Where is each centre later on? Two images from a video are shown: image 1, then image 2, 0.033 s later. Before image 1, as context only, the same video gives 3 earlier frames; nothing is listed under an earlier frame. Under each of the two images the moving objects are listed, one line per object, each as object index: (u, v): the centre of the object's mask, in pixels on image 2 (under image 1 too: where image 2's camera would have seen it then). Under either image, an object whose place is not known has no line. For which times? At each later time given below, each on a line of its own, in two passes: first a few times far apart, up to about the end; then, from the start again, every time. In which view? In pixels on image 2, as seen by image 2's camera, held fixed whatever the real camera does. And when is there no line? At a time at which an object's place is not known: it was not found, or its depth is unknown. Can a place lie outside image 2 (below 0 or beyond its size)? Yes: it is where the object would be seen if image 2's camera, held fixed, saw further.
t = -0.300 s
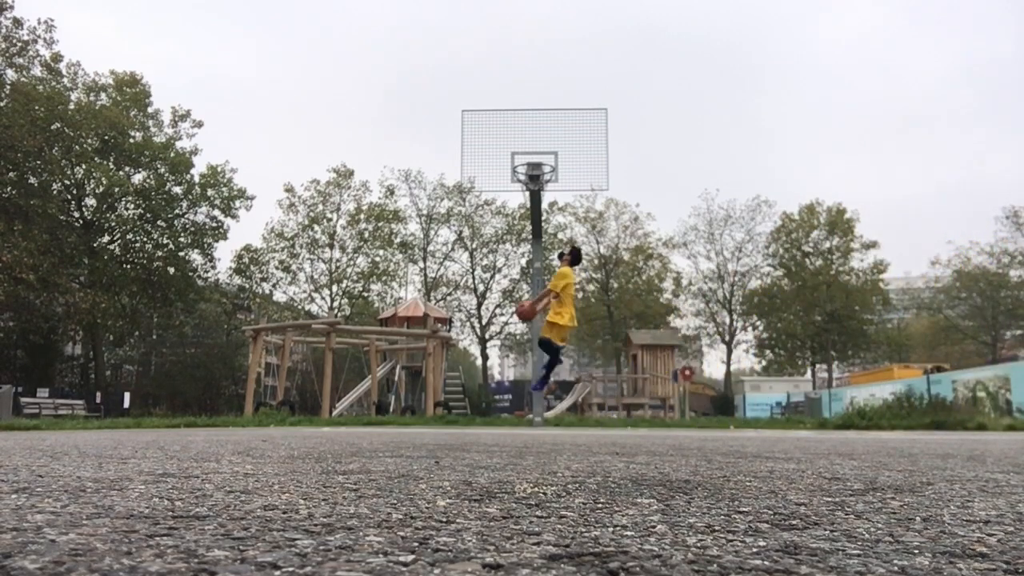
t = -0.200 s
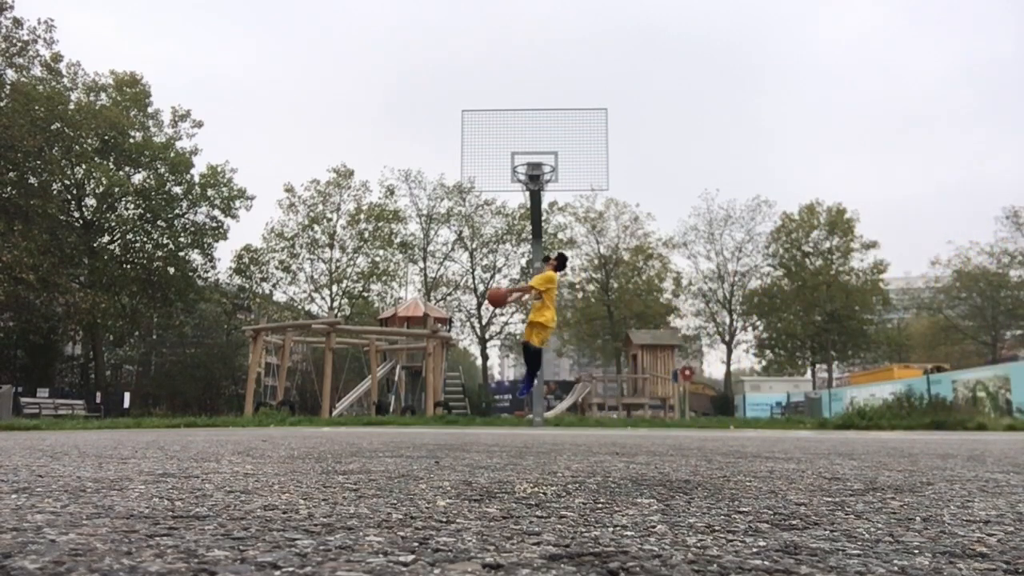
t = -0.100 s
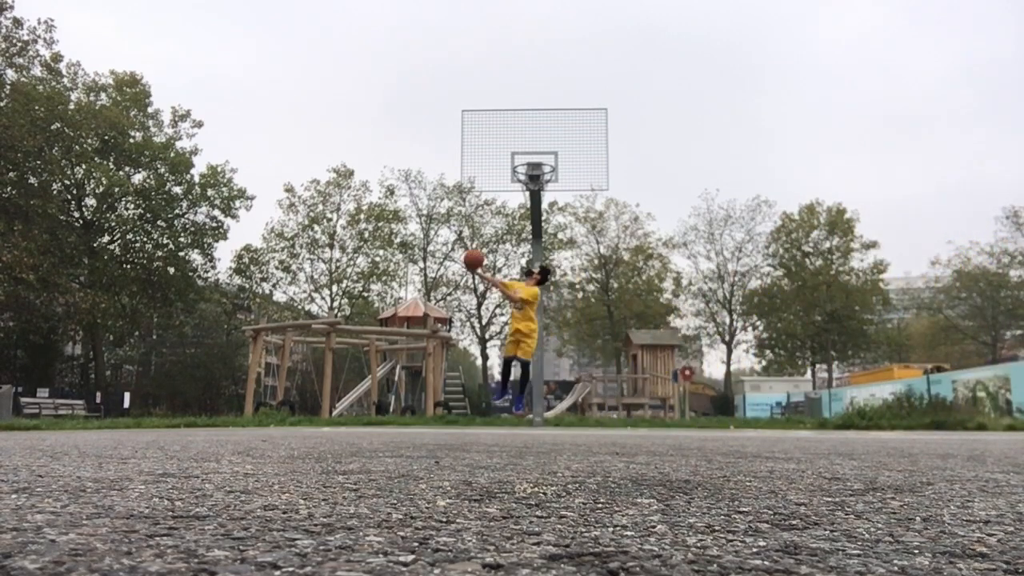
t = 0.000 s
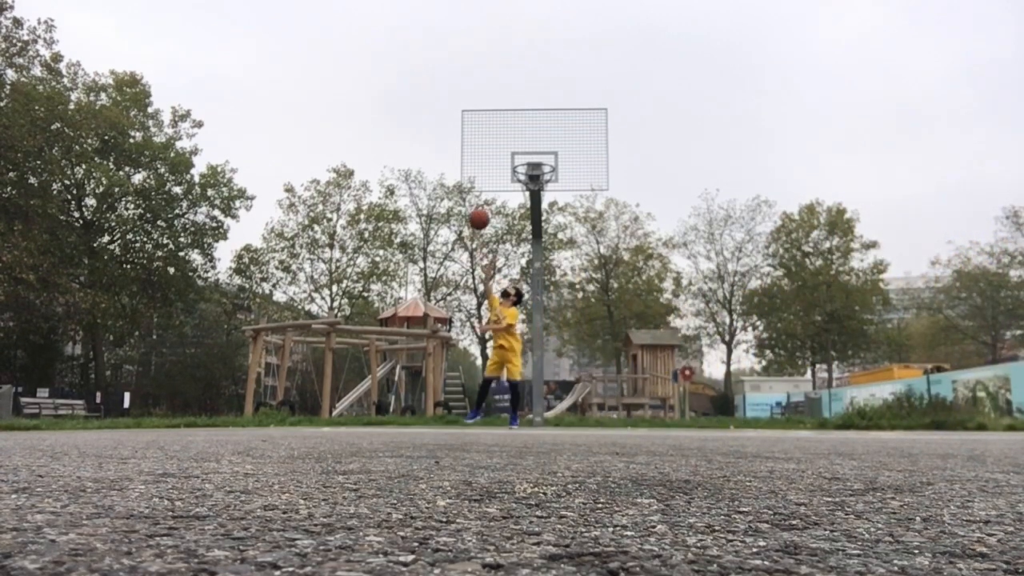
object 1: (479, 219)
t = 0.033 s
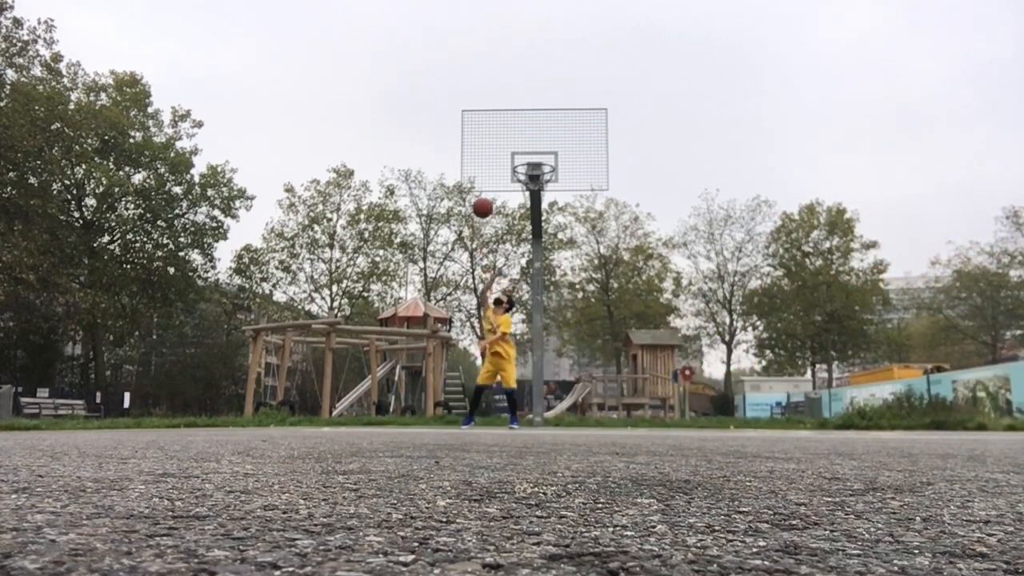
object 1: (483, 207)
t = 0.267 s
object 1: (506, 153)
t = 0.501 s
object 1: (528, 144)
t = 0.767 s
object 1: (539, 153)
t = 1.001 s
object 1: (530, 172)
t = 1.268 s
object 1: (521, 184)
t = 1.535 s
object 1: (536, 221)
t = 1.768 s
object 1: (550, 298)
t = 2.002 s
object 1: (565, 419)
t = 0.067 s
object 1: (486, 197)
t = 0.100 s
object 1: (489, 187)
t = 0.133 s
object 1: (493, 178)
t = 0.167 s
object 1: (496, 171)
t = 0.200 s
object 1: (499, 164)
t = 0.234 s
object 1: (502, 158)
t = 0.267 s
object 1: (506, 153)
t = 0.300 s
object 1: (509, 149)
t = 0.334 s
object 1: (512, 146)
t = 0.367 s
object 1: (515, 144)
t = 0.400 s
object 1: (519, 143)
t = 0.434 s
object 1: (522, 142)
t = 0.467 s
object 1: (525, 143)
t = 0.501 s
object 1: (528, 144)
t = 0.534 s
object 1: (531, 146)
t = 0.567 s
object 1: (534, 149)
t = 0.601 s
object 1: (537, 153)
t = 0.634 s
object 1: (538, 153)
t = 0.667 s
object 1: (538, 152)
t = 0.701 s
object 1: (538, 151)
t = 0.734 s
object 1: (538, 152)
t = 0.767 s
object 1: (539, 153)
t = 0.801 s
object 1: (539, 154)
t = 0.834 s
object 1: (539, 156)
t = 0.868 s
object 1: (539, 161)
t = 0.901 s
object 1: (539, 166)
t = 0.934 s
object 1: (536, 170)
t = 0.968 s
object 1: (534, 171)
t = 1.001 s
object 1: (530, 172)
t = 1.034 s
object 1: (526, 176)
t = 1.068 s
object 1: (522, 178)
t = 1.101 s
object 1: (520, 179)
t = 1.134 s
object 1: (519, 180)
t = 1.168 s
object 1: (519, 181)
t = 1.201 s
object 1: (519, 181)
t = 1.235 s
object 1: (520, 183)
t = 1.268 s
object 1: (521, 184)
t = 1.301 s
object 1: (522, 187)
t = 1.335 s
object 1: (524, 189)
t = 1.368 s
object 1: (526, 193)
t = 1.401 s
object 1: (528, 197)
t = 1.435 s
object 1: (529, 201)
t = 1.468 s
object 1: (532, 207)
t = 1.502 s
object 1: (534, 213)
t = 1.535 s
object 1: (536, 221)
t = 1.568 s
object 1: (538, 229)
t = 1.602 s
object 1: (540, 239)
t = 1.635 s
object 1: (542, 249)
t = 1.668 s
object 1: (545, 260)
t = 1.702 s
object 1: (546, 272)
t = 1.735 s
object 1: (548, 284)
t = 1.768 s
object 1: (550, 298)
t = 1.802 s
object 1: (552, 312)
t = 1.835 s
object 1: (554, 328)
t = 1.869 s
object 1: (556, 345)
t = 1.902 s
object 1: (558, 362)
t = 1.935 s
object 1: (560, 380)
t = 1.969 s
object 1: (563, 399)
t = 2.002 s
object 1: (565, 419)
